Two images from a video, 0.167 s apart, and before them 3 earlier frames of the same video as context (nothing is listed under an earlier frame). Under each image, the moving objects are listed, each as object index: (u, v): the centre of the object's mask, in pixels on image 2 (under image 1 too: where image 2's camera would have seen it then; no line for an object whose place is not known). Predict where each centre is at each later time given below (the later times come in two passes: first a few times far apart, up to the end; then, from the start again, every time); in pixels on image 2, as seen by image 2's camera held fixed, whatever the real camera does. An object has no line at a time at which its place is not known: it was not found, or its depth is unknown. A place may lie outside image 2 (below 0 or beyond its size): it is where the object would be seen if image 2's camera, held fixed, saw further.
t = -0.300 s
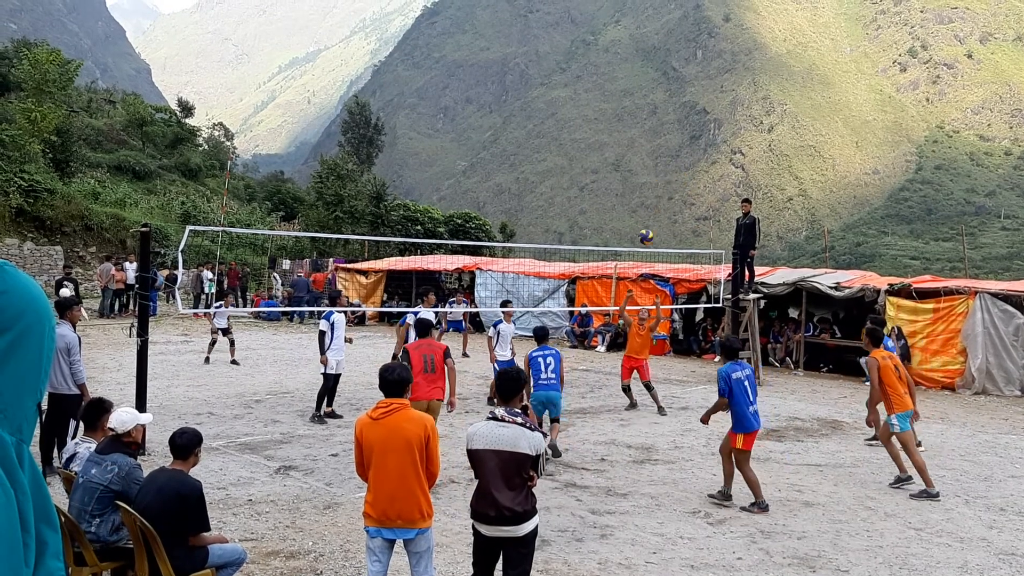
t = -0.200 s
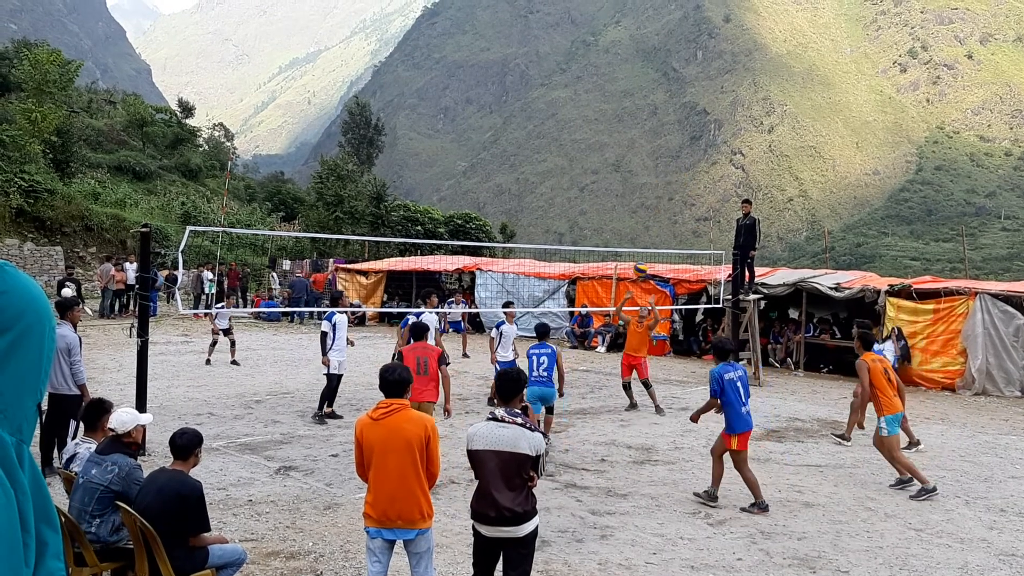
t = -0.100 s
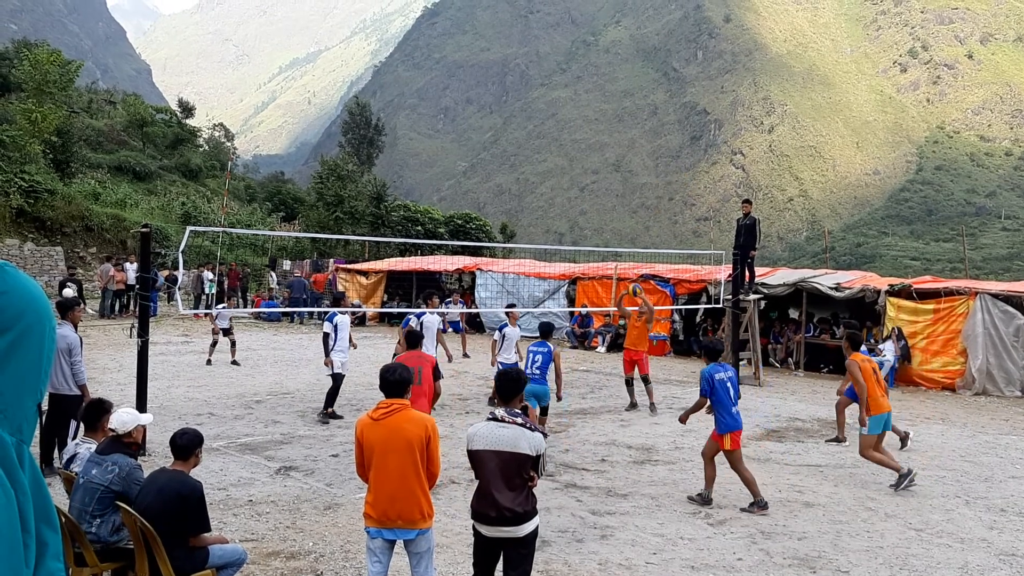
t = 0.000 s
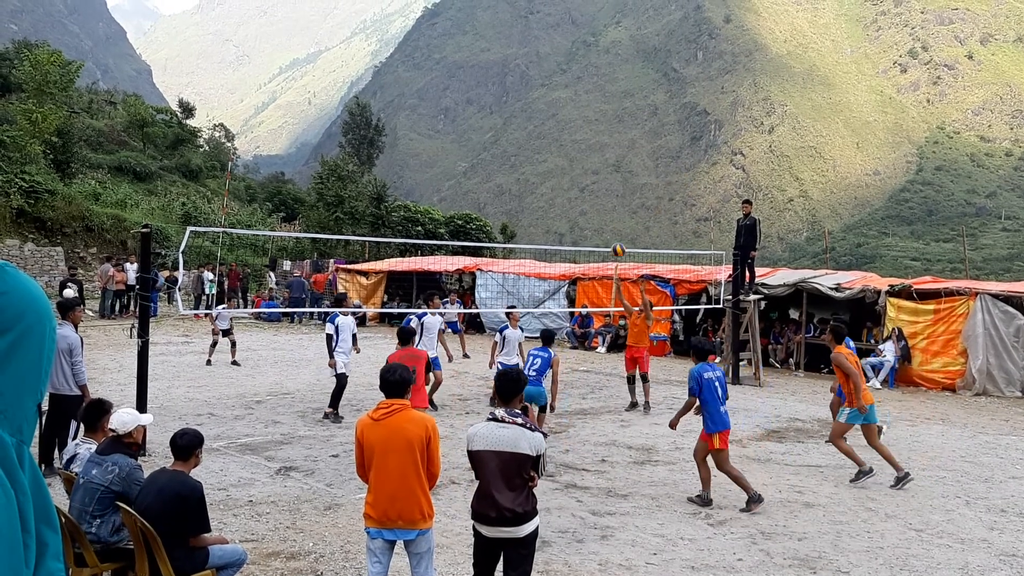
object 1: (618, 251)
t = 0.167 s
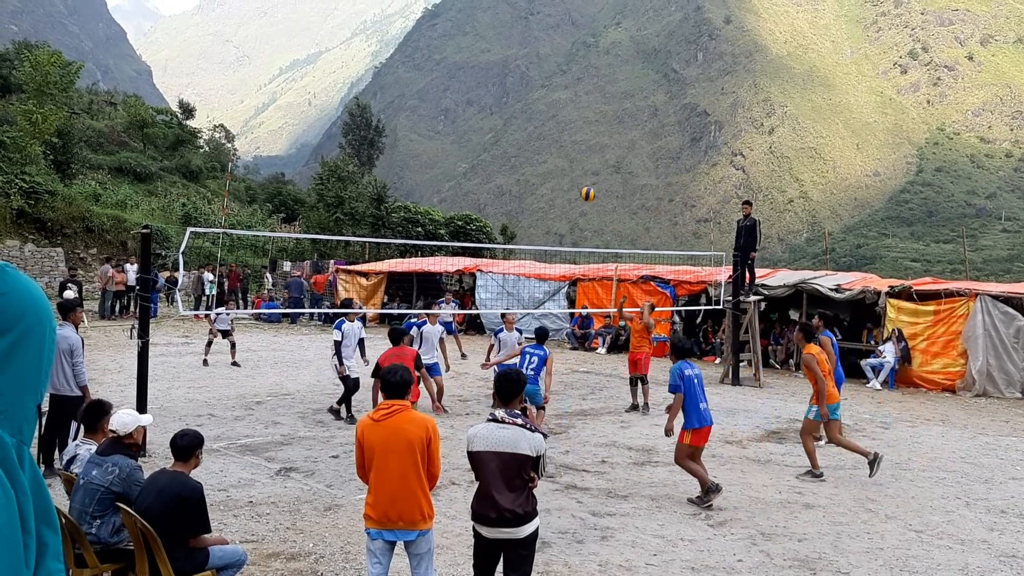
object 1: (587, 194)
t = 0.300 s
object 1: (562, 161)
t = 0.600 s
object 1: (498, 130)
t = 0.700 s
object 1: (475, 134)
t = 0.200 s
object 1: (581, 185)
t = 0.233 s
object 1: (575, 176)
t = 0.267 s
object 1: (568, 168)
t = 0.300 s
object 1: (562, 161)
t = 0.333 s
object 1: (555, 155)
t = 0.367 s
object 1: (548, 149)
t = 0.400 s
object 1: (541, 144)
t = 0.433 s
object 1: (535, 140)
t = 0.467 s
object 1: (528, 136)
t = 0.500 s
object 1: (521, 133)
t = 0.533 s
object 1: (513, 131)
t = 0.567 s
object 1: (506, 130)
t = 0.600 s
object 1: (498, 130)
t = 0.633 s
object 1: (490, 130)
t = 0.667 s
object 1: (483, 131)
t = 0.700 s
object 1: (475, 134)
